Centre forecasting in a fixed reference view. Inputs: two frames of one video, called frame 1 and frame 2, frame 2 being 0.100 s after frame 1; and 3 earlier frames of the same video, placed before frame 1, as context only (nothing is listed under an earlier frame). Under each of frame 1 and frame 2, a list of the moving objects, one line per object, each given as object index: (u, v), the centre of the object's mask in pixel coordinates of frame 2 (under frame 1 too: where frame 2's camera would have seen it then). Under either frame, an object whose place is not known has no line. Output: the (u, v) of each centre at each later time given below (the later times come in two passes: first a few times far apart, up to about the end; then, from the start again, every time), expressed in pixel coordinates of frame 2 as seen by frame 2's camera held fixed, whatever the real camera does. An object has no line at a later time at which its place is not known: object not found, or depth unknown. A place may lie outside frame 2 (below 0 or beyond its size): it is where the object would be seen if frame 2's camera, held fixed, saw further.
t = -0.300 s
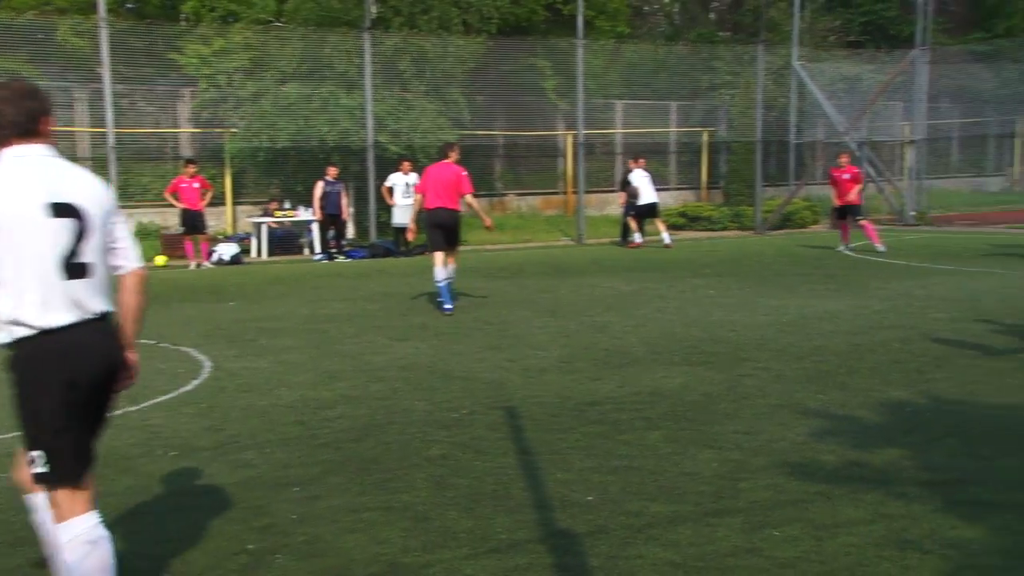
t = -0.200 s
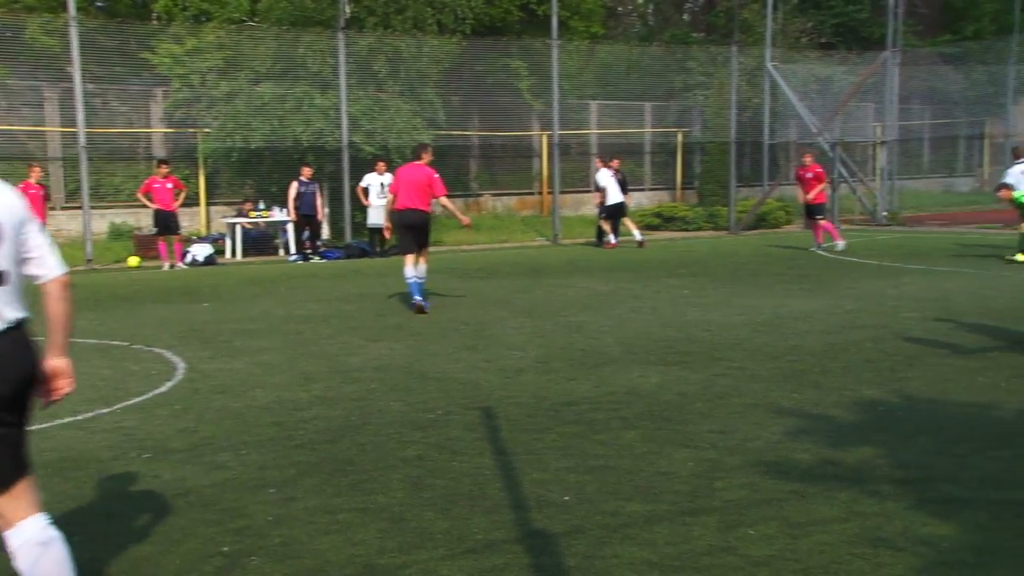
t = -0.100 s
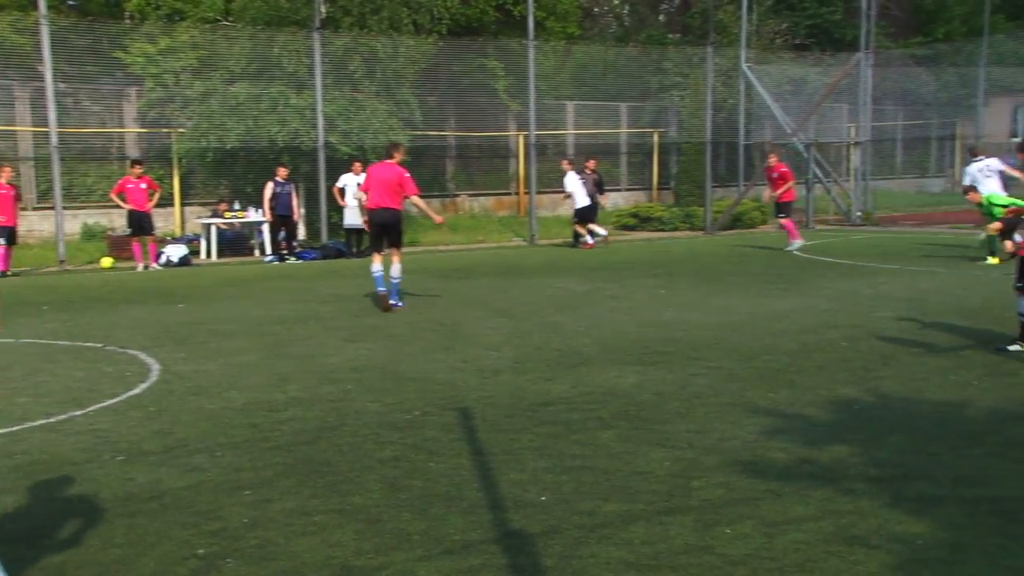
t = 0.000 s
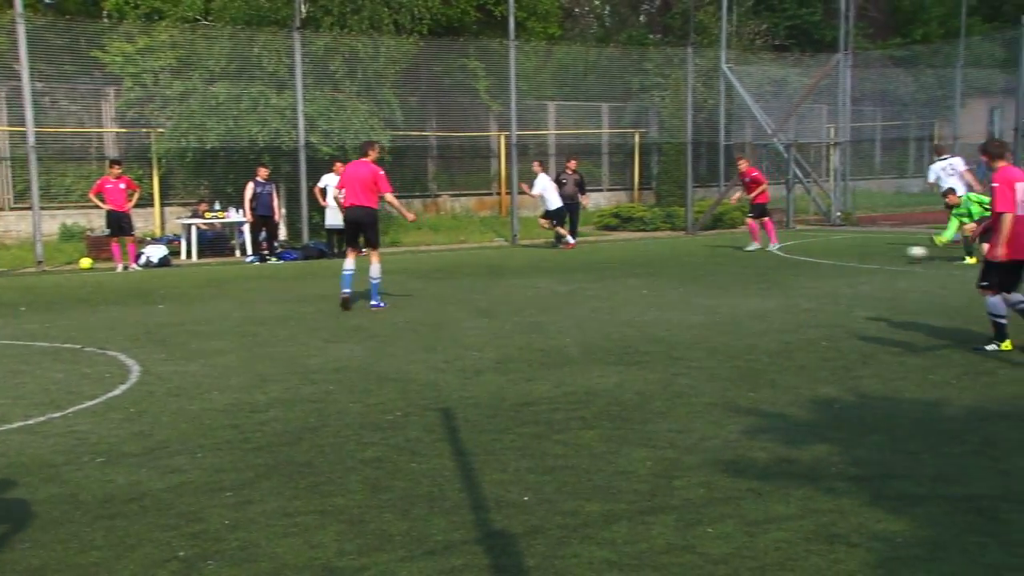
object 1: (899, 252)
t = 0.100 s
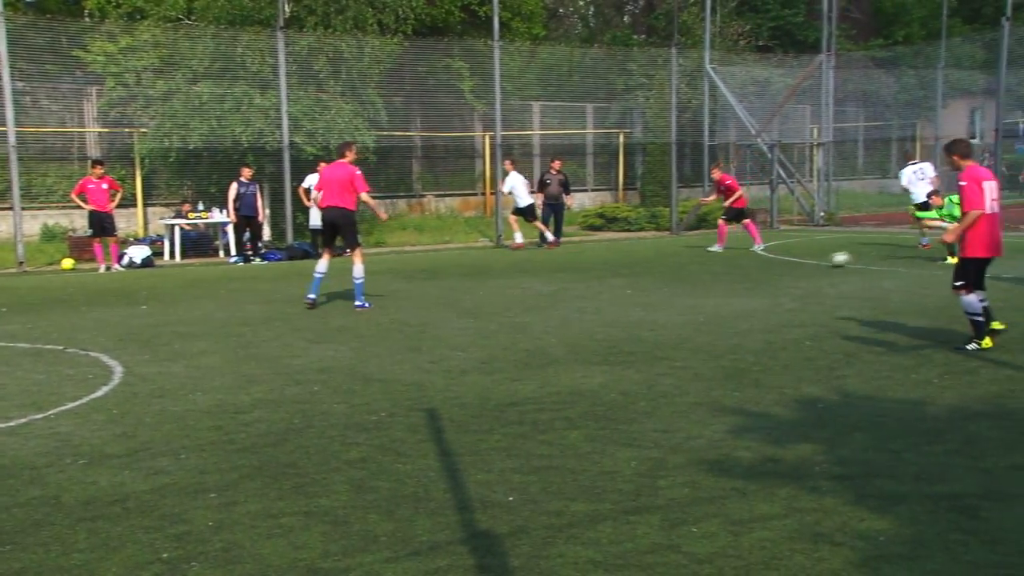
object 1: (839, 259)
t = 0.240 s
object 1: (763, 262)
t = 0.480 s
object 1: (637, 272)
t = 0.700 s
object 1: (526, 279)
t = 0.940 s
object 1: (400, 286)
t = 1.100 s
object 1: (313, 291)
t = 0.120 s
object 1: (828, 261)
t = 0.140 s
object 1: (817, 262)
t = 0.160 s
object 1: (805, 262)
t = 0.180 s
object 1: (795, 262)
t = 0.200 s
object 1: (784, 262)
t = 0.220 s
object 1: (773, 262)
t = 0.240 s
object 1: (763, 262)
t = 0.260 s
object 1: (752, 264)
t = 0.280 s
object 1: (741, 265)
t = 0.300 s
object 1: (730, 267)
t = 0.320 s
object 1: (720, 267)
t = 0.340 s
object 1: (709, 267)
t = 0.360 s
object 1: (699, 268)
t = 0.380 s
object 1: (688, 269)
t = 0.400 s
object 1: (678, 270)
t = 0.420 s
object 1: (668, 270)
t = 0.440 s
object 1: (658, 269)
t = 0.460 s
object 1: (649, 270)
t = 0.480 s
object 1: (637, 272)
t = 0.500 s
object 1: (628, 273)
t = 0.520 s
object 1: (617, 273)
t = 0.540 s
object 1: (607, 274)
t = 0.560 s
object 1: (598, 275)
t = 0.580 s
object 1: (587, 275)
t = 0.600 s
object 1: (577, 276)
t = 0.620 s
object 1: (567, 276)
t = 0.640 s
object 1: (557, 277)
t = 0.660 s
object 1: (547, 278)
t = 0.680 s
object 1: (537, 279)
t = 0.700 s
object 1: (526, 279)
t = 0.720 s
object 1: (516, 280)
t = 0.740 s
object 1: (506, 281)
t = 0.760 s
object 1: (495, 282)
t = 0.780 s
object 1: (484, 282)
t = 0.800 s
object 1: (474, 282)
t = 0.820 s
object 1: (464, 283)
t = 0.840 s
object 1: (453, 284)
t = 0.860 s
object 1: (443, 285)
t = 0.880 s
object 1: (432, 285)
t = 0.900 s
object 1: (421, 285)
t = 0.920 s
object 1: (411, 285)
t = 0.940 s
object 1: (400, 286)
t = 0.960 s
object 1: (390, 286)
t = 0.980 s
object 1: (379, 288)
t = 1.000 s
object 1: (368, 288)
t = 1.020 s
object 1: (357, 289)
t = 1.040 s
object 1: (346, 289)
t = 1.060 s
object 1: (335, 290)
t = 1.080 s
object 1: (324, 290)
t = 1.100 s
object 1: (313, 291)
